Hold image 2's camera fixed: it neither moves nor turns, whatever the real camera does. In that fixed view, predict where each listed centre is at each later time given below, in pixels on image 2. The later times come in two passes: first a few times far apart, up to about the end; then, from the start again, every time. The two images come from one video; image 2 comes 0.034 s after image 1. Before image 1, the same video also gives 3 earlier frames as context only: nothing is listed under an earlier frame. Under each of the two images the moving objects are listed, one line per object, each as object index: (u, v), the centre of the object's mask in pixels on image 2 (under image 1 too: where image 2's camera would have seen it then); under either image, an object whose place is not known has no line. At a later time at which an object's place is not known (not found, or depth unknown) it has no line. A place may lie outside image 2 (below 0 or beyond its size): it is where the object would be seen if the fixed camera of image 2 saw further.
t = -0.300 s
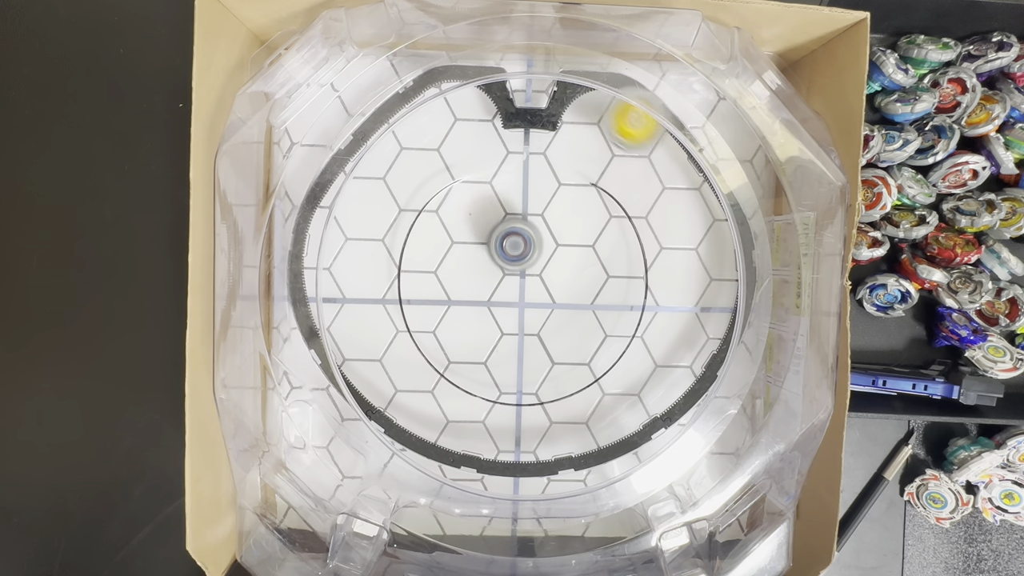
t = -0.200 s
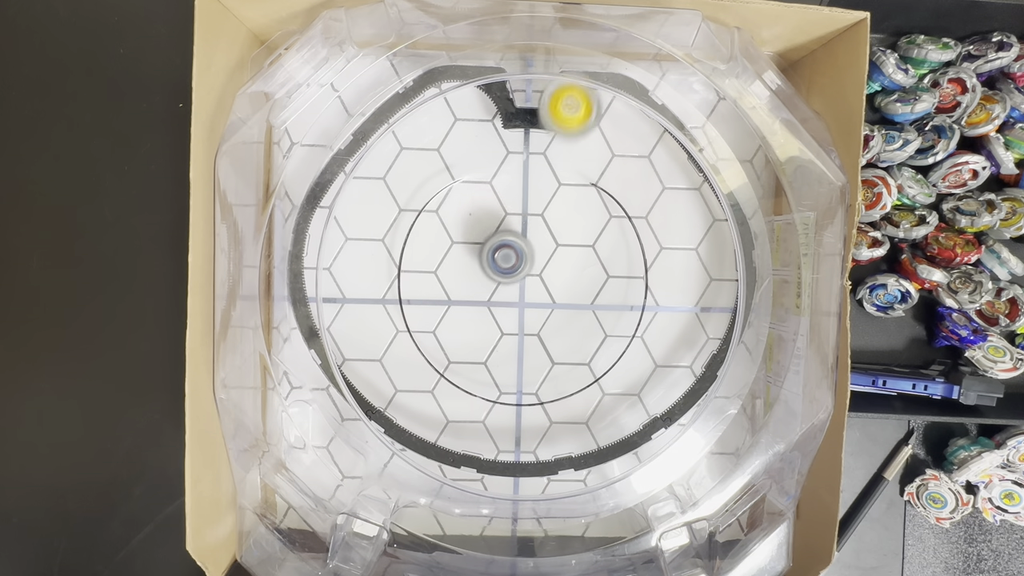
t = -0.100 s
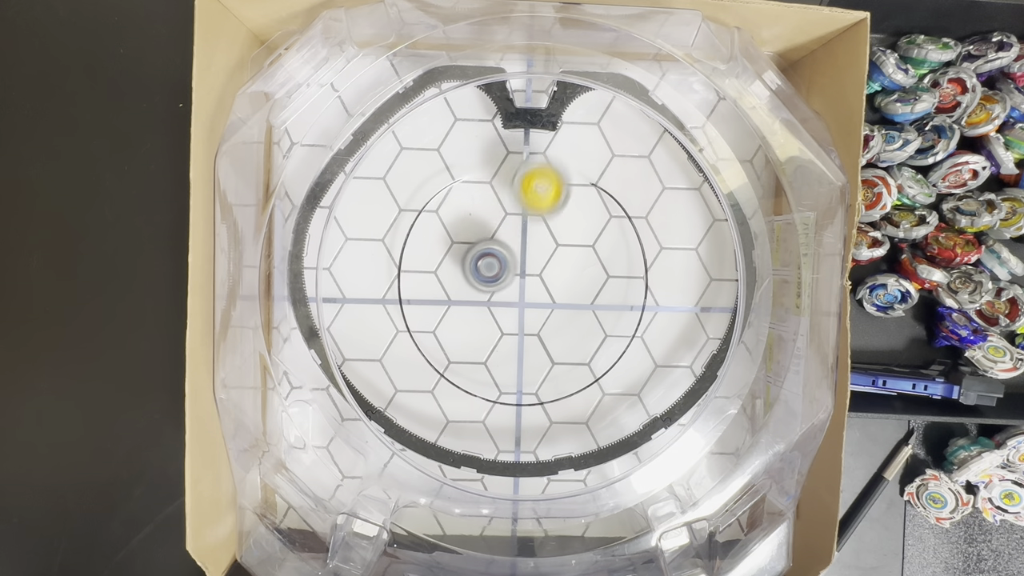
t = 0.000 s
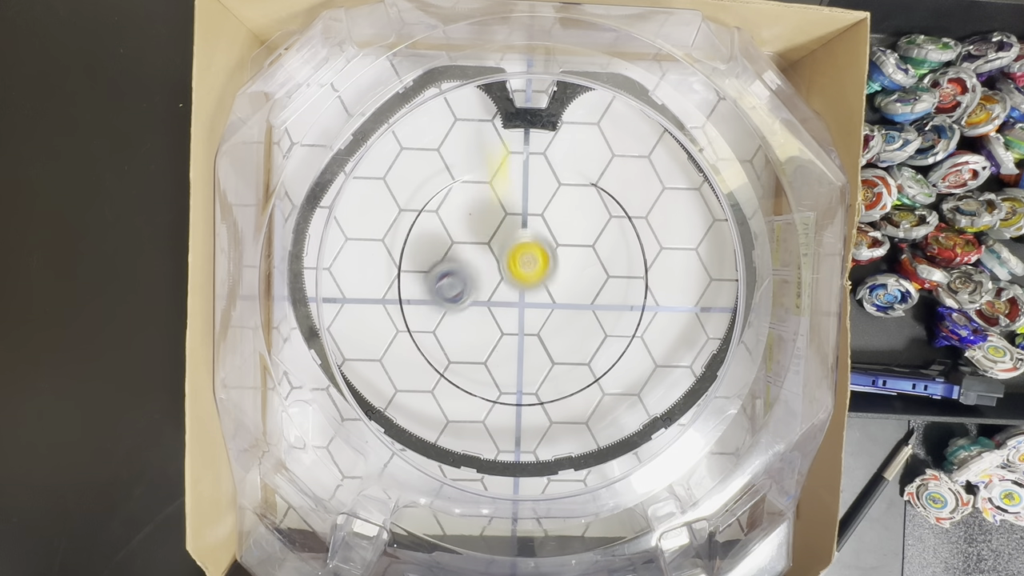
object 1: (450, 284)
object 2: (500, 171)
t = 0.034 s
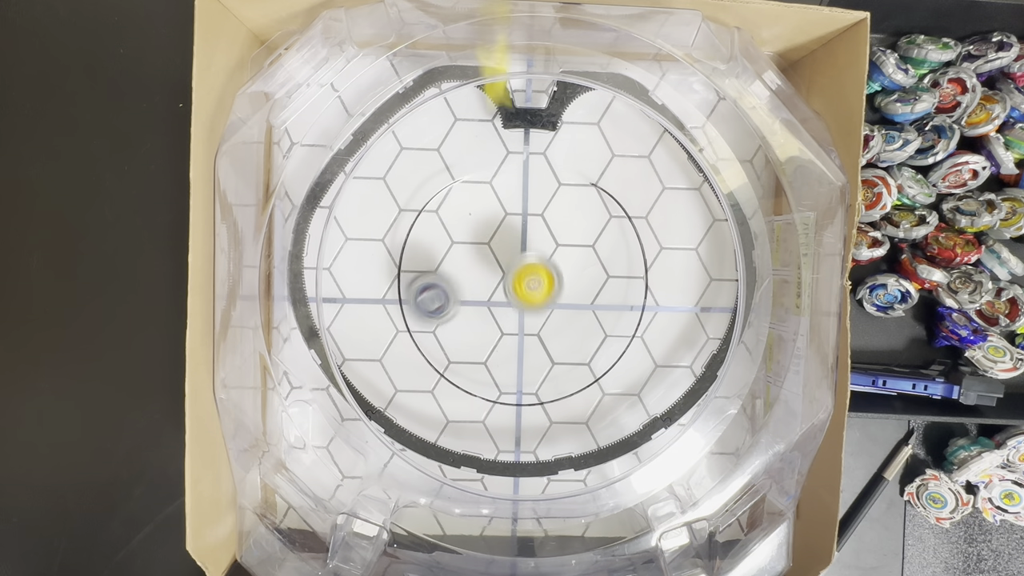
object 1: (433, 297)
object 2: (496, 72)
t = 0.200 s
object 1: (400, 331)
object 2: (436, 211)
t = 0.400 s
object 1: (383, 350)
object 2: (595, 261)
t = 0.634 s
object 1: (334, 352)
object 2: (694, 227)
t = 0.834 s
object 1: (370, 148)
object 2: (708, 230)
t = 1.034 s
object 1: (463, 106)
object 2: (692, 236)
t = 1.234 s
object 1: (471, 250)
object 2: (677, 244)
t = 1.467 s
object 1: (384, 403)
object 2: (659, 251)
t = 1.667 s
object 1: (331, 203)
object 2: (637, 259)
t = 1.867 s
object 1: (498, 123)
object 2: (601, 269)
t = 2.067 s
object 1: (431, 269)
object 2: (595, 305)
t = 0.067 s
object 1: (415, 310)
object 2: (482, 63)
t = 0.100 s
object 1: (402, 319)
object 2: (475, 95)
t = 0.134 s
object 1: (400, 324)
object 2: (461, 136)
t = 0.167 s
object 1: (400, 328)
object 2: (446, 172)
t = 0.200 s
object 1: (400, 331)
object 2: (436, 211)
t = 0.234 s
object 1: (400, 334)
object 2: (425, 252)
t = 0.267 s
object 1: (400, 335)
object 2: (420, 296)
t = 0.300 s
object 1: (396, 340)
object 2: (461, 293)
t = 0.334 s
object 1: (392, 344)
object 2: (505, 282)
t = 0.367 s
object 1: (388, 347)
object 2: (554, 269)
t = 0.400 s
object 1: (383, 350)
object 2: (595, 261)
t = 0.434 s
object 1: (377, 352)
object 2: (633, 251)
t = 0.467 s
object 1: (371, 354)
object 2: (650, 247)
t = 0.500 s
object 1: (365, 354)
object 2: (659, 242)
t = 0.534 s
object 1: (359, 354)
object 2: (666, 240)
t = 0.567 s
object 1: (353, 354)
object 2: (675, 236)
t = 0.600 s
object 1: (342, 354)
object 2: (684, 232)
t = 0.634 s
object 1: (334, 352)
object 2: (694, 227)
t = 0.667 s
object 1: (327, 336)
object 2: (704, 224)
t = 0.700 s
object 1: (335, 293)
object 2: (711, 222)
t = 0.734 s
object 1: (341, 254)
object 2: (711, 225)
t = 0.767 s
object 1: (341, 217)
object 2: (711, 227)
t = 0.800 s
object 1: (346, 179)
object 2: (710, 228)
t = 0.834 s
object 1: (370, 148)
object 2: (708, 230)
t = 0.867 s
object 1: (380, 134)
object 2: (705, 231)
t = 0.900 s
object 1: (394, 124)
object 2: (703, 232)
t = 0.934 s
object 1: (410, 117)
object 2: (699, 232)
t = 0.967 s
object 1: (427, 112)
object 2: (697, 233)
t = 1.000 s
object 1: (444, 108)
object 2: (695, 235)
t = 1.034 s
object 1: (463, 106)
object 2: (692, 236)
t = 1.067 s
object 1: (482, 111)
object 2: (690, 237)
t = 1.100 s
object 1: (496, 114)
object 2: (688, 239)
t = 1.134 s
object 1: (504, 128)
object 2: (686, 240)
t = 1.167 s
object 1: (491, 169)
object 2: (683, 242)
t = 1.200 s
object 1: (481, 210)
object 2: (681, 243)
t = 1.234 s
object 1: (471, 250)
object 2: (677, 244)
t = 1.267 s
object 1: (463, 290)
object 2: (673, 246)
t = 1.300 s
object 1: (455, 327)
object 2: (670, 247)
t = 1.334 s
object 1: (449, 362)
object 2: (668, 248)
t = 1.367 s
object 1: (447, 393)
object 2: (666, 248)
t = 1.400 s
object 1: (427, 401)
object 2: (665, 249)
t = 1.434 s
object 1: (402, 406)
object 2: (662, 250)
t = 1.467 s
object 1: (384, 403)
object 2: (659, 251)
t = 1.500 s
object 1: (372, 396)
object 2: (658, 251)
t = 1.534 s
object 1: (356, 363)
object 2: (656, 252)
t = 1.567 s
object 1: (347, 320)
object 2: (653, 253)
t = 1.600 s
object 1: (343, 281)
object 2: (648, 254)
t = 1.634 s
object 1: (340, 244)
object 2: (643, 256)
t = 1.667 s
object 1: (331, 203)
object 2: (637, 259)
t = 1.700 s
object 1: (353, 184)
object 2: (632, 260)
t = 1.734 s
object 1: (386, 170)
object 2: (627, 262)
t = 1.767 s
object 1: (415, 155)
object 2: (620, 264)
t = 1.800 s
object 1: (445, 144)
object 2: (613, 266)
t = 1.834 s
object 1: (473, 135)
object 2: (607, 267)
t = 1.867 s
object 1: (498, 123)
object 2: (601, 269)
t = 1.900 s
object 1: (509, 117)
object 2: (595, 271)
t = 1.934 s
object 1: (488, 137)
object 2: (590, 271)
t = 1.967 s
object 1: (466, 167)
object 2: (586, 272)
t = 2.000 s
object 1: (449, 198)
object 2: (582, 273)
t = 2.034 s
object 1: (438, 234)
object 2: (585, 286)
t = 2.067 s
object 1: (431, 269)
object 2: (595, 305)
